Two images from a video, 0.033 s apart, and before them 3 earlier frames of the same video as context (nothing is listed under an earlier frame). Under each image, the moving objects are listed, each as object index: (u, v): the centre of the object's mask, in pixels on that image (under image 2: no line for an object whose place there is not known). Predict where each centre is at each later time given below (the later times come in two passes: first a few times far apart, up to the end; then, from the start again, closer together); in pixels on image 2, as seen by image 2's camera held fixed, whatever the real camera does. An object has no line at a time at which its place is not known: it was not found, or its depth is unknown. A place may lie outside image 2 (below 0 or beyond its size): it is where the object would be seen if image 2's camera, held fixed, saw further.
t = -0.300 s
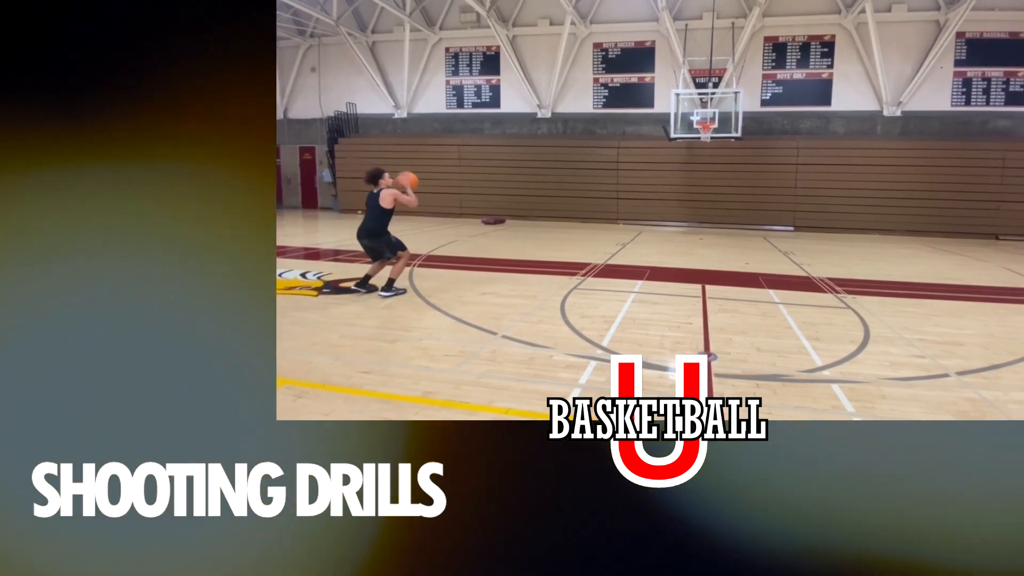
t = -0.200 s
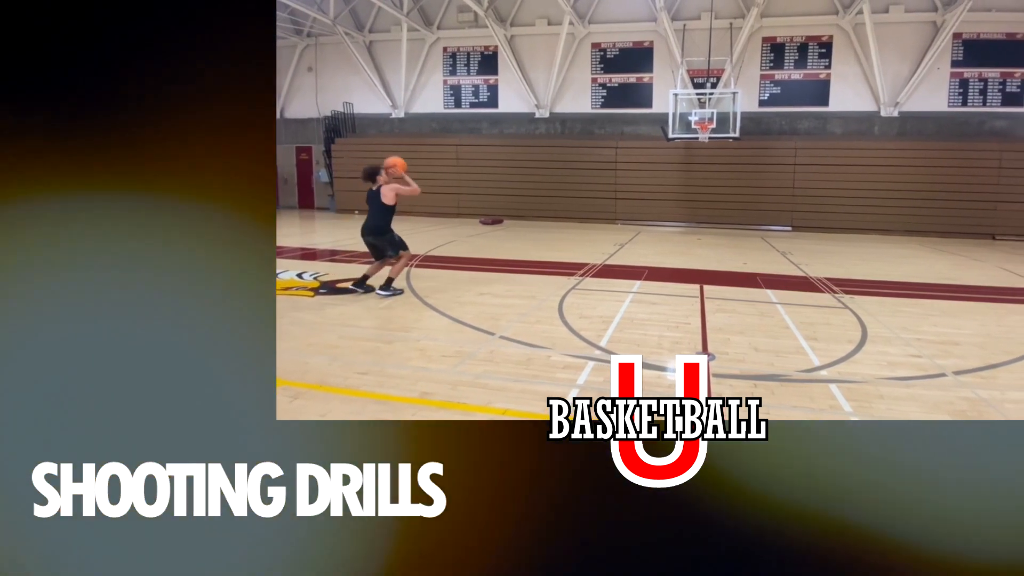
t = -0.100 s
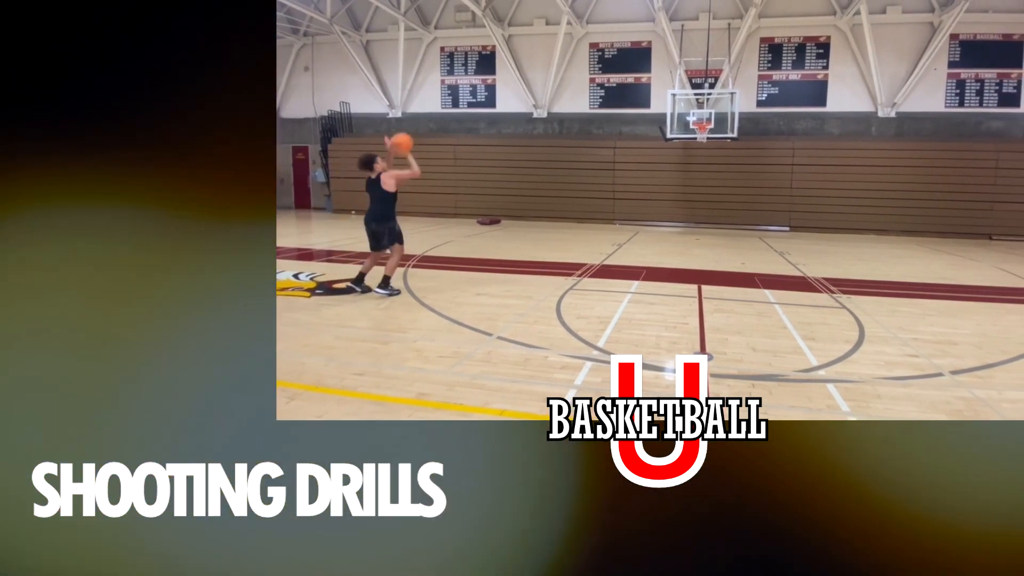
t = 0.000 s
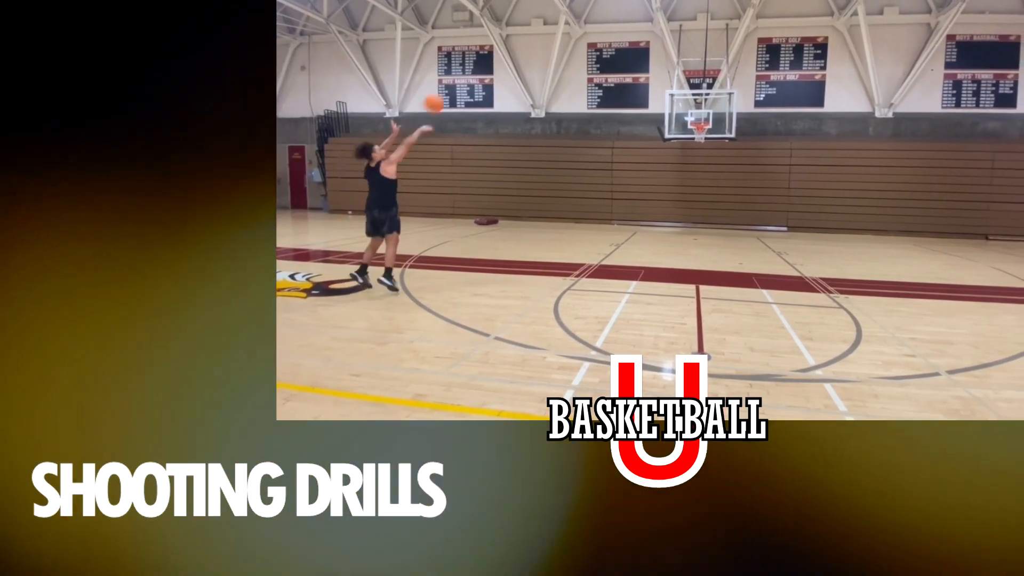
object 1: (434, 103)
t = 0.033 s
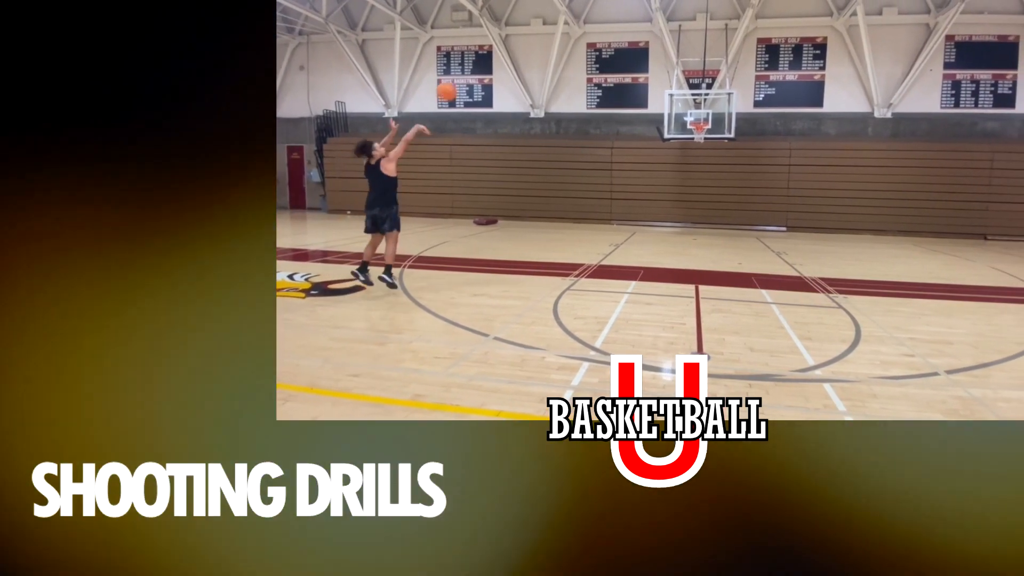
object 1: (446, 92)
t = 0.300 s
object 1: (539, 36)
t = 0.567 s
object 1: (607, 31)
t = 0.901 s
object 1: (669, 72)
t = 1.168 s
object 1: (702, 125)
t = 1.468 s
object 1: (680, 193)
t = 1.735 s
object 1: (661, 216)
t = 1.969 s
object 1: (640, 176)
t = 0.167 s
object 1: (495, 55)
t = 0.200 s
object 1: (508, 49)
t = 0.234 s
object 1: (518, 43)
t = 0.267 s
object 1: (528, 40)
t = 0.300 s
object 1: (539, 36)
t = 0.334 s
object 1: (549, 33)
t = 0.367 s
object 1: (558, 31)
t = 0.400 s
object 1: (567, 29)
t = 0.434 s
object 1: (575, 28)
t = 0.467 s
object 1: (584, 28)
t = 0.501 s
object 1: (591, 28)
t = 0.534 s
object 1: (599, 29)
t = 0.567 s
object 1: (607, 31)
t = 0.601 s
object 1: (614, 33)
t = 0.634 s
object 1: (620, 35)
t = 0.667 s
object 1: (628, 39)
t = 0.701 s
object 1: (634, 42)
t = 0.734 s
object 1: (640, 46)
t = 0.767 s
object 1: (646, 50)
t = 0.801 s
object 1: (652, 56)
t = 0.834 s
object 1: (658, 61)
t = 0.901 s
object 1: (669, 72)
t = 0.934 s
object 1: (674, 79)
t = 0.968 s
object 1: (679, 85)
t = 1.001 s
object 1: (683, 92)
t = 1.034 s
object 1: (688, 98)
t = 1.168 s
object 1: (702, 125)
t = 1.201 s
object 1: (700, 135)
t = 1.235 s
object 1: (698, 141)
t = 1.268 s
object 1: (695, 146)
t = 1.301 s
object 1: (693, 153)
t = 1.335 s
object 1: (690, 160)
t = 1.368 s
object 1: (688, 168)
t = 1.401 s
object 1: (686, 176)
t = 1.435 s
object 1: (684, 184)
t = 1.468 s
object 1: (680, 193)
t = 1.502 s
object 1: (678, 202)
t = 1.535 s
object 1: (676, 211)
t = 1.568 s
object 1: (674, 221)
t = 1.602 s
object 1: (672, 232)
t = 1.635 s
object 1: (669, 239)
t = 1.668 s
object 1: (667, 231)
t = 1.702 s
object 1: (664, 223)
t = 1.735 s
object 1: (661, 216)
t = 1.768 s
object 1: (658, 210)
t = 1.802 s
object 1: (655, 203)
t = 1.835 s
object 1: (652, 197)
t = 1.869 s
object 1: (649, 192)
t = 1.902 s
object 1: (646, 186)
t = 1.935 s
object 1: (643, 181)
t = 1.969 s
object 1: (640, 176)
